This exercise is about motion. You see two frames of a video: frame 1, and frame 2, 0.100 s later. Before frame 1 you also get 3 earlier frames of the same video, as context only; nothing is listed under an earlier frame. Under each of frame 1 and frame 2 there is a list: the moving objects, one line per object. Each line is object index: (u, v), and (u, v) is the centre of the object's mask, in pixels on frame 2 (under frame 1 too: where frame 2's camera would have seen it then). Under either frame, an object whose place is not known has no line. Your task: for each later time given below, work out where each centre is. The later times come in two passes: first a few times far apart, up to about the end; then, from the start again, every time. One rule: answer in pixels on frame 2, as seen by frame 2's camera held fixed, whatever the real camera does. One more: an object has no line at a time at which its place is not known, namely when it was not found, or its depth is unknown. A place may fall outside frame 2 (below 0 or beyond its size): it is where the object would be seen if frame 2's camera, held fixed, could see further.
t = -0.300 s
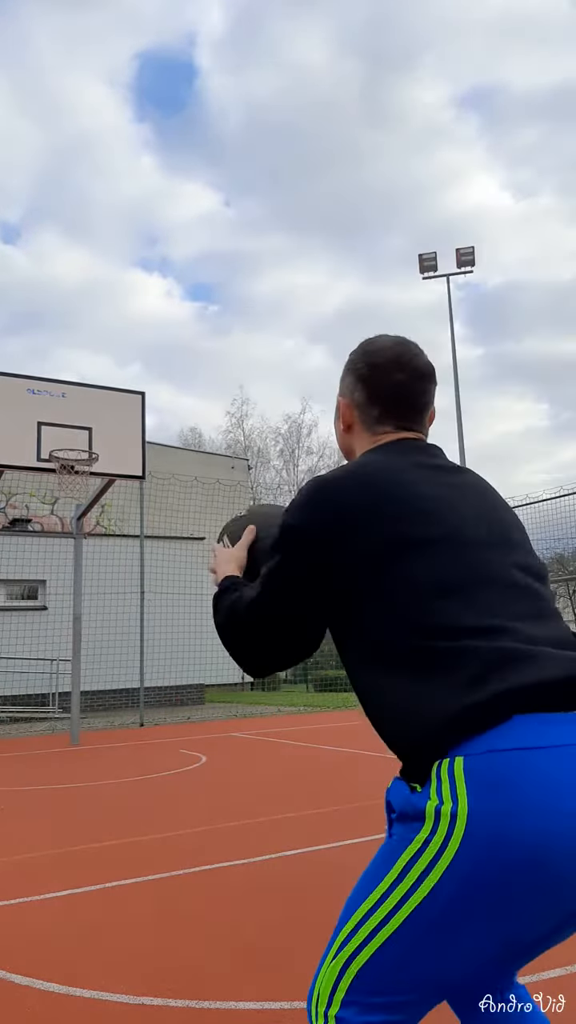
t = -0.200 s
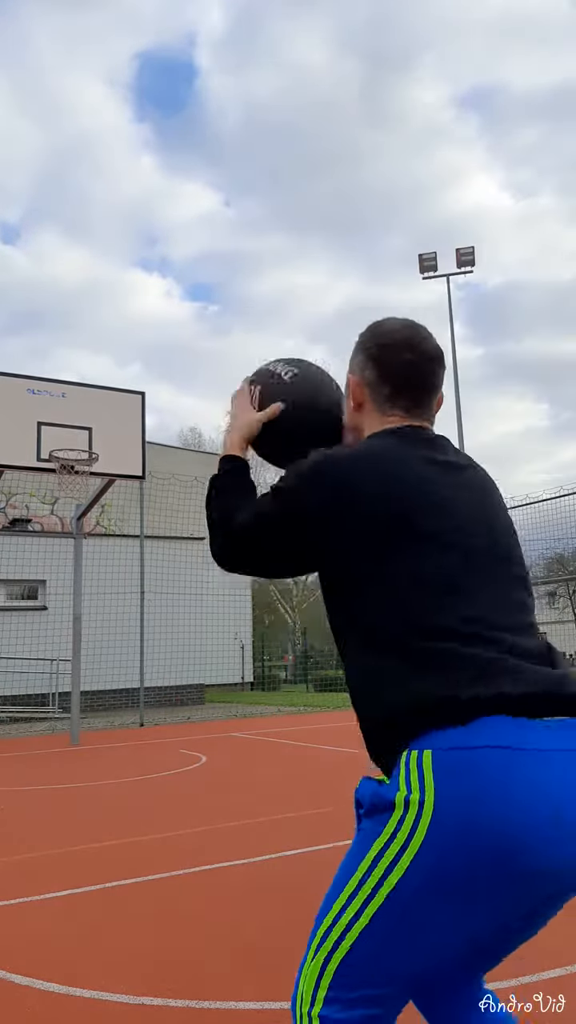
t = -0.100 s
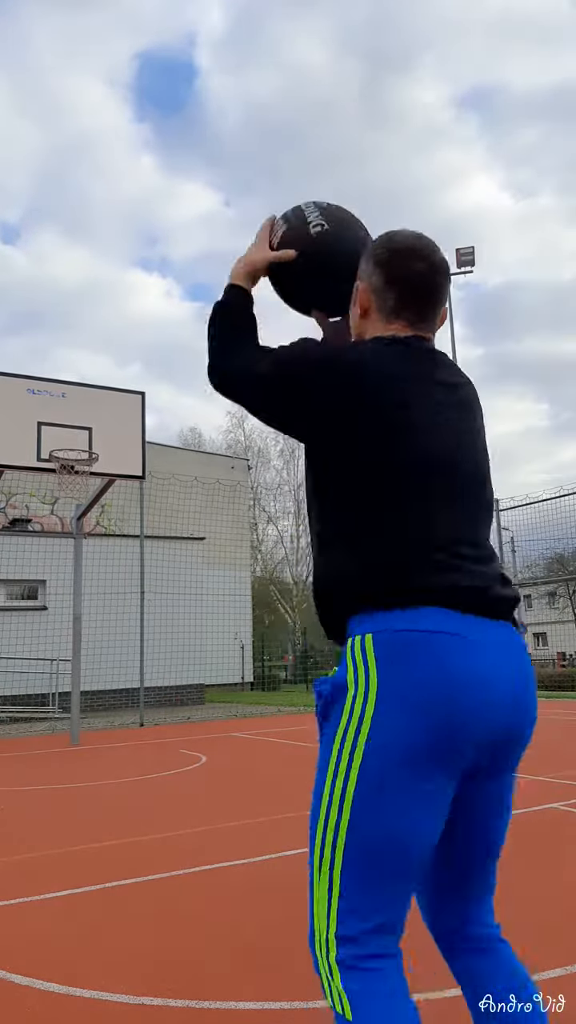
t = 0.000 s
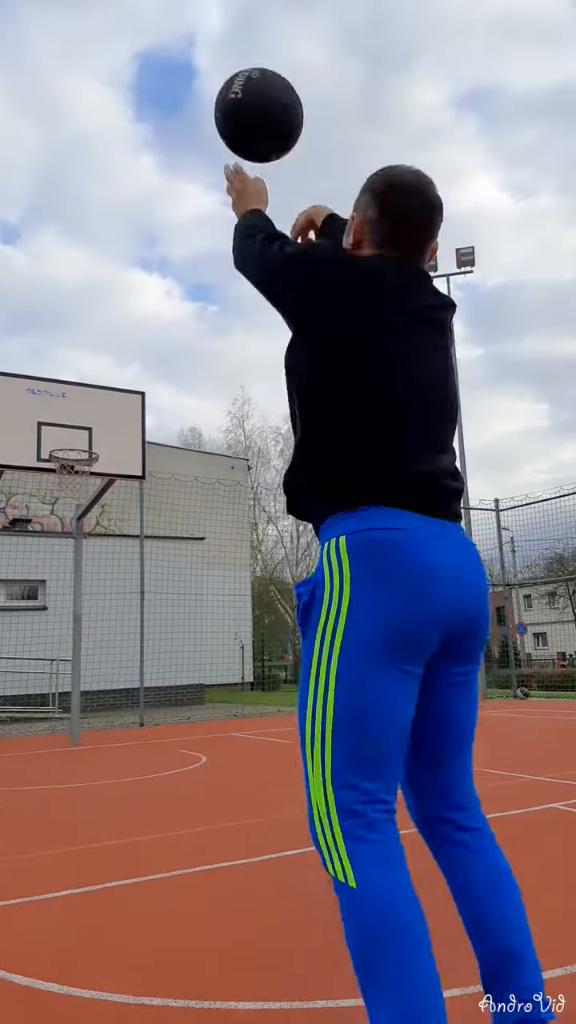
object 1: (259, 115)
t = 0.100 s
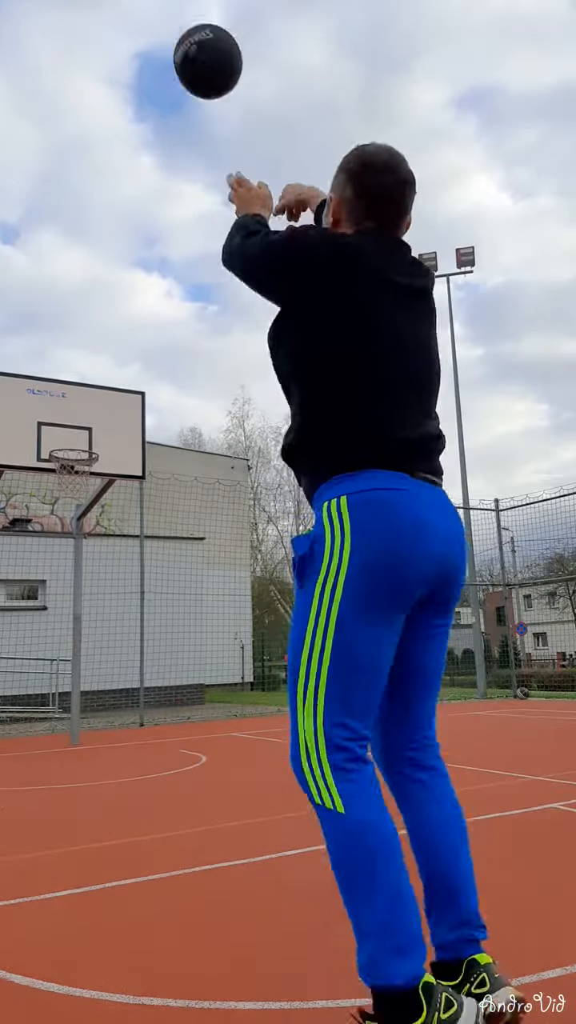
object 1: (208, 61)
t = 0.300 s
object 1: (153, 56)
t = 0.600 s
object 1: (112, 145)
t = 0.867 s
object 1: (91, 270)
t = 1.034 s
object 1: (83, 361)
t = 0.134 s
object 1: (196, 54)
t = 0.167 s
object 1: (185, 49)
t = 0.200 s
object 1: (176, 48)
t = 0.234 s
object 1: (167, 49)
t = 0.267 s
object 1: (160, 51)
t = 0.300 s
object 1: (153, 56)
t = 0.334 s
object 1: (147, 61)
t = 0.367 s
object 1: (141, 68)
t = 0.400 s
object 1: (136, 77)
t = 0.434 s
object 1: (132, 86)
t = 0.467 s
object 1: (127, 97)
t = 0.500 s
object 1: (123, 108)
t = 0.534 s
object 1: (119, 120)
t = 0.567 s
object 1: (116, 132)
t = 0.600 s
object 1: (112, 145)
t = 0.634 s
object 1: (109, 159)
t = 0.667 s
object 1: (106, 174)
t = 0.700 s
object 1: (103, 189)
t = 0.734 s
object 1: (101, 204)
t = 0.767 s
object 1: (98, 220)
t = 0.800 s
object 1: (96, 236)
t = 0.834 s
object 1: (93, 253)
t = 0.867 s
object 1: (91, 270)
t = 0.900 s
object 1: (89, 288)
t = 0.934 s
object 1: (88, 305)
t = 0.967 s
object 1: (86, 324)
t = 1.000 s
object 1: (84, 342)
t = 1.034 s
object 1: (83, 361)
